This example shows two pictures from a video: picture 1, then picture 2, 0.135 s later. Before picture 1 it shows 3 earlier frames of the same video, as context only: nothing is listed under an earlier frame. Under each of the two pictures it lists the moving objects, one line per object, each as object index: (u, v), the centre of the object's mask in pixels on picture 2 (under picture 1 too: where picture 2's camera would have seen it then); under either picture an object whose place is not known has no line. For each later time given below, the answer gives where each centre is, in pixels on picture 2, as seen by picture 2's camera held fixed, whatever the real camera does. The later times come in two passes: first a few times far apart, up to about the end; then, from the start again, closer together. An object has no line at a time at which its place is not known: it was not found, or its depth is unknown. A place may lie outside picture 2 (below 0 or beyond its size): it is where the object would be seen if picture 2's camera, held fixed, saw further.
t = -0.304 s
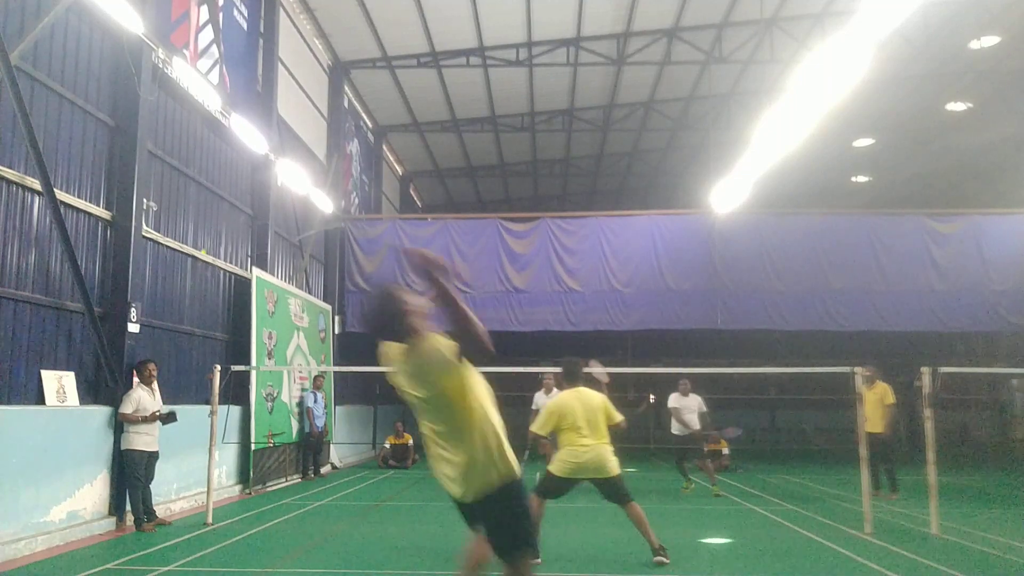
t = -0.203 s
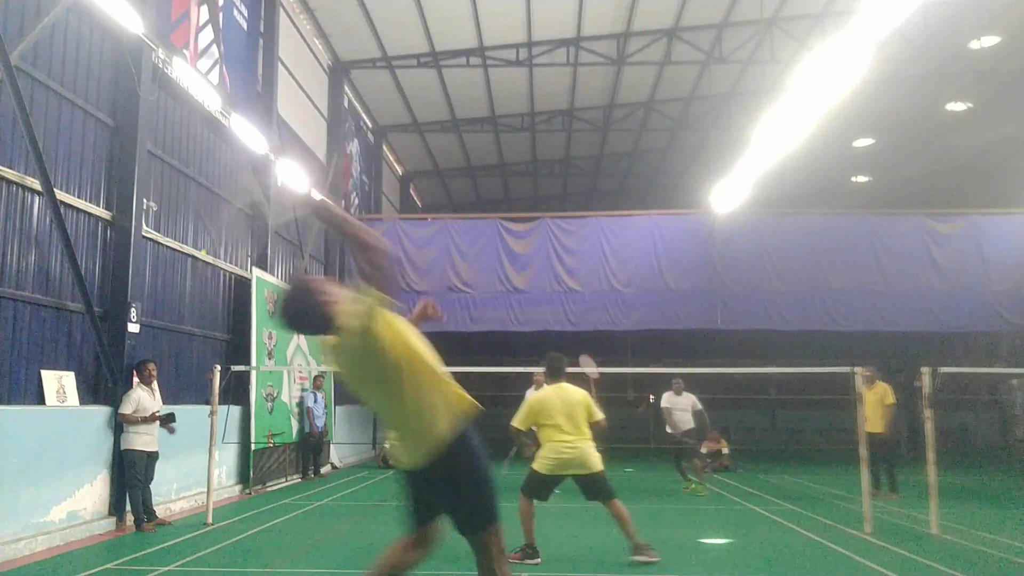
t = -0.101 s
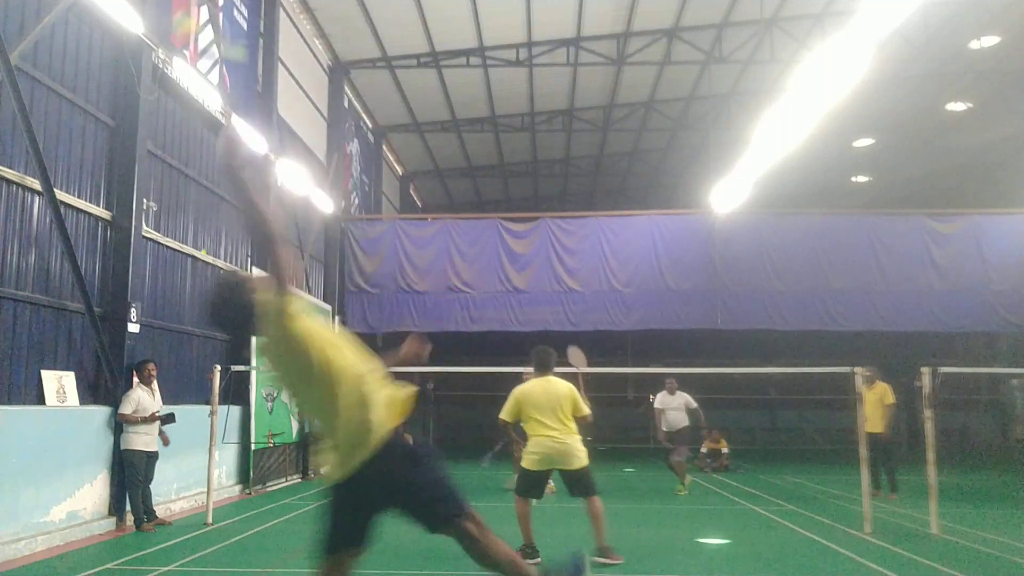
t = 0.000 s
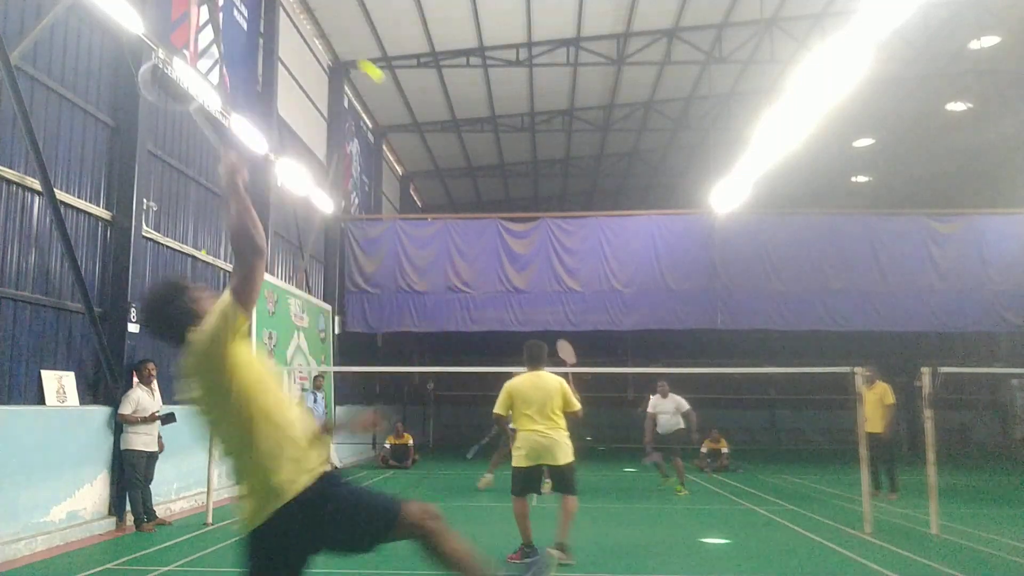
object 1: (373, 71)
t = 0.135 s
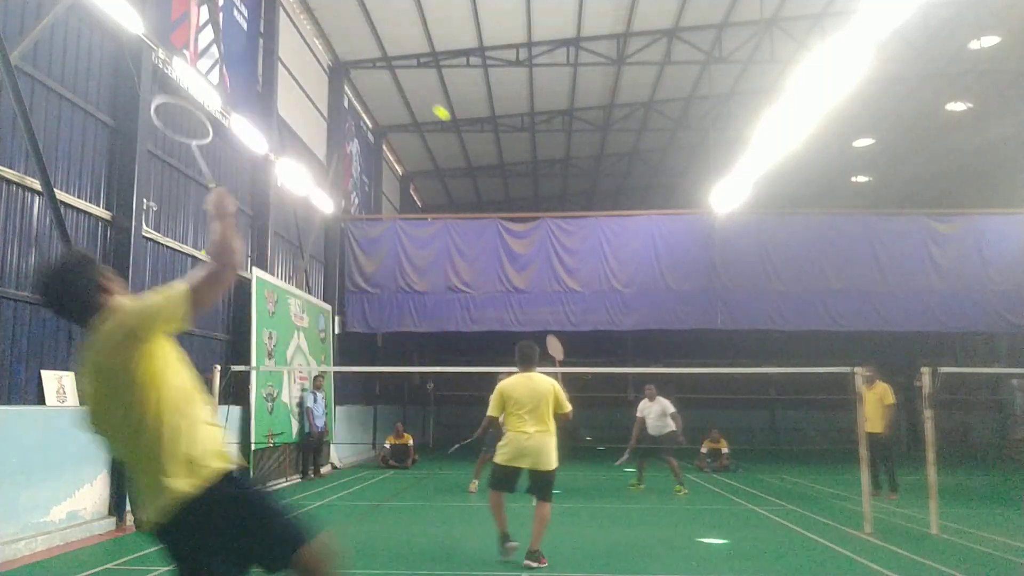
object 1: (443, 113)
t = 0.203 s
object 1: (461, 131)
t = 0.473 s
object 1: (502, 210)
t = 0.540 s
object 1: (508, 231)
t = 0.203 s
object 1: (461, 131)
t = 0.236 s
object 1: (468, 140)
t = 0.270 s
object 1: (475, 150)
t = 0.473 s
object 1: (502, 210)
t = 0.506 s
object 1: (505, 221)
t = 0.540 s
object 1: (508, 231)
